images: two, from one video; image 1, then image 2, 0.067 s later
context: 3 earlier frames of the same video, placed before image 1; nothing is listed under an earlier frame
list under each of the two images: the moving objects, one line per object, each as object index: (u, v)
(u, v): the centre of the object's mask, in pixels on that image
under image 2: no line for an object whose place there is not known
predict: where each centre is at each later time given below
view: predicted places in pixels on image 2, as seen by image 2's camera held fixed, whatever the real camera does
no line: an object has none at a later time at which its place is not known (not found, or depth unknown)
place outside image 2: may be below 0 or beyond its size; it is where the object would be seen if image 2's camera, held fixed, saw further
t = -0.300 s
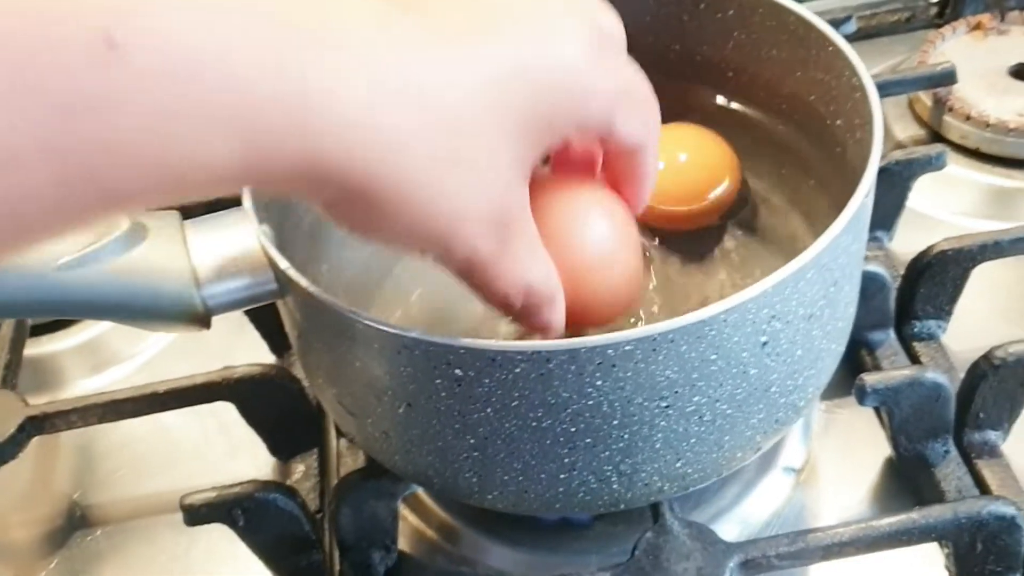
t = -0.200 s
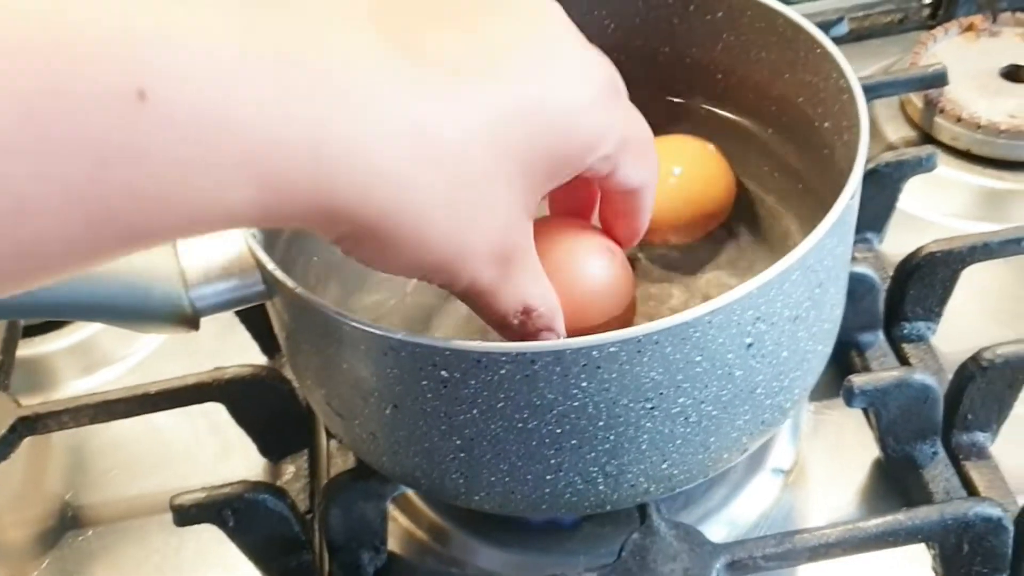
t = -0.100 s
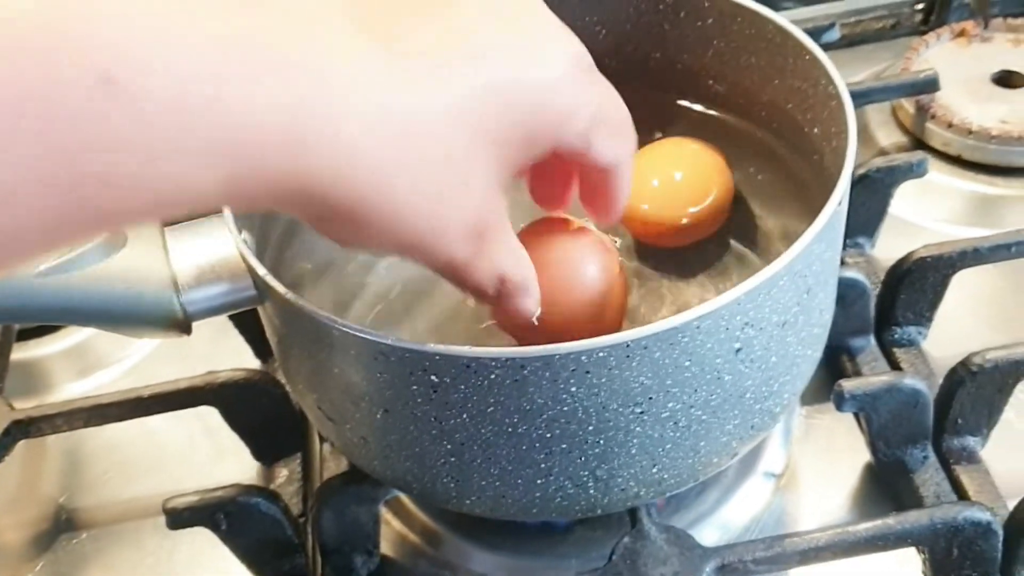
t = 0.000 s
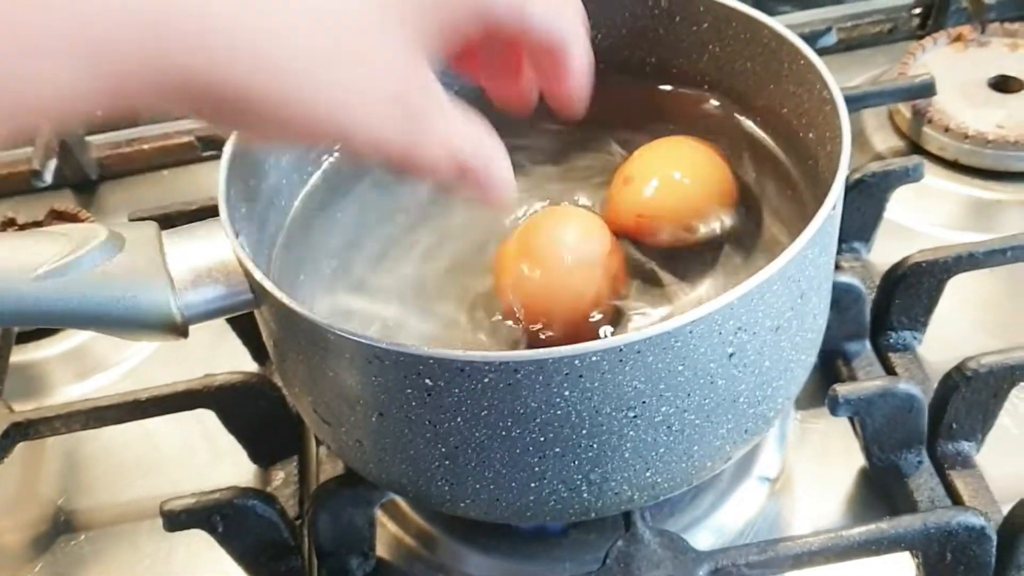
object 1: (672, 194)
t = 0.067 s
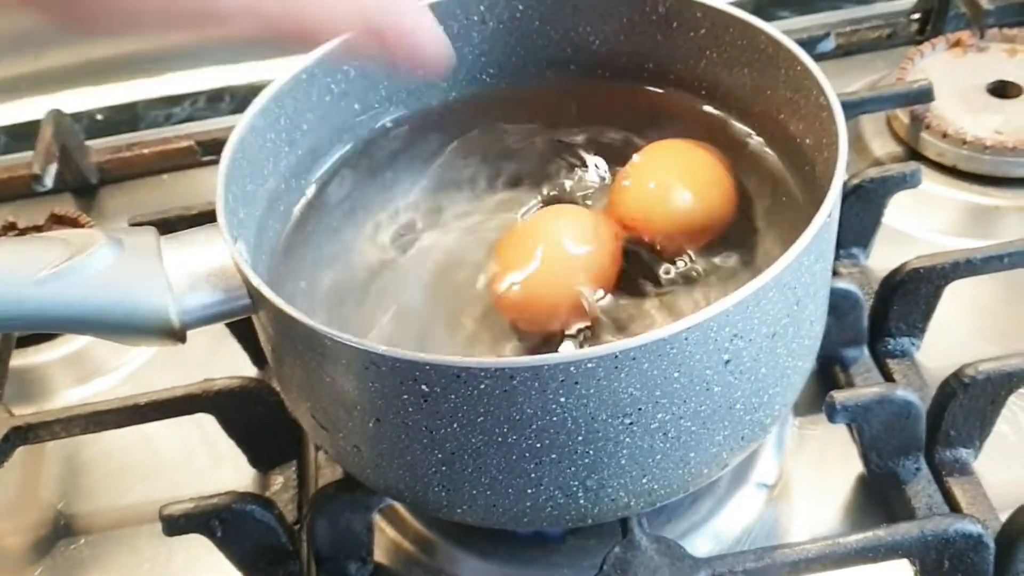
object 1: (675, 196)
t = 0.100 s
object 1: (677, 197)
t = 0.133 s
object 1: (680, 200)
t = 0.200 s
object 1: (690, 206)
